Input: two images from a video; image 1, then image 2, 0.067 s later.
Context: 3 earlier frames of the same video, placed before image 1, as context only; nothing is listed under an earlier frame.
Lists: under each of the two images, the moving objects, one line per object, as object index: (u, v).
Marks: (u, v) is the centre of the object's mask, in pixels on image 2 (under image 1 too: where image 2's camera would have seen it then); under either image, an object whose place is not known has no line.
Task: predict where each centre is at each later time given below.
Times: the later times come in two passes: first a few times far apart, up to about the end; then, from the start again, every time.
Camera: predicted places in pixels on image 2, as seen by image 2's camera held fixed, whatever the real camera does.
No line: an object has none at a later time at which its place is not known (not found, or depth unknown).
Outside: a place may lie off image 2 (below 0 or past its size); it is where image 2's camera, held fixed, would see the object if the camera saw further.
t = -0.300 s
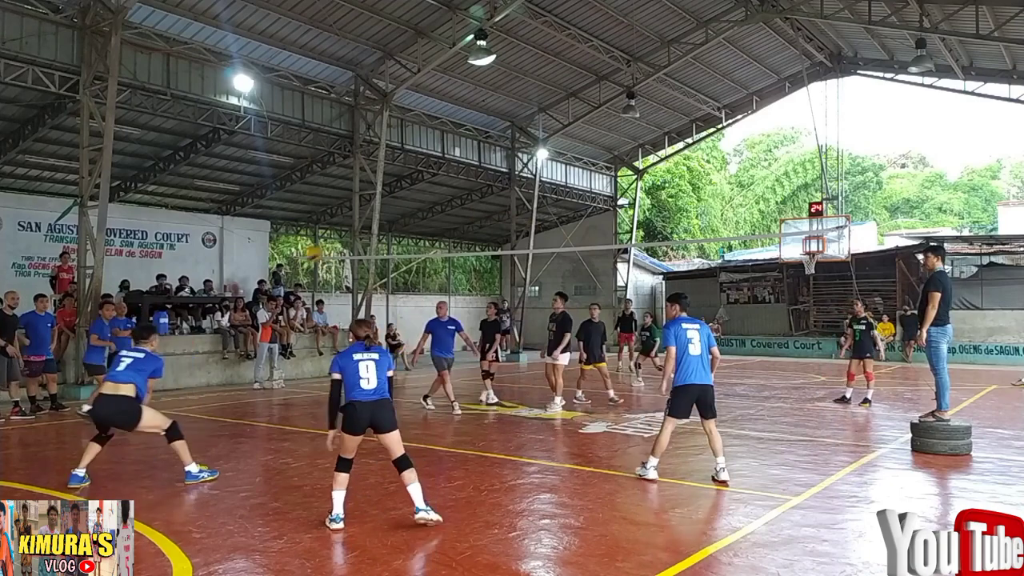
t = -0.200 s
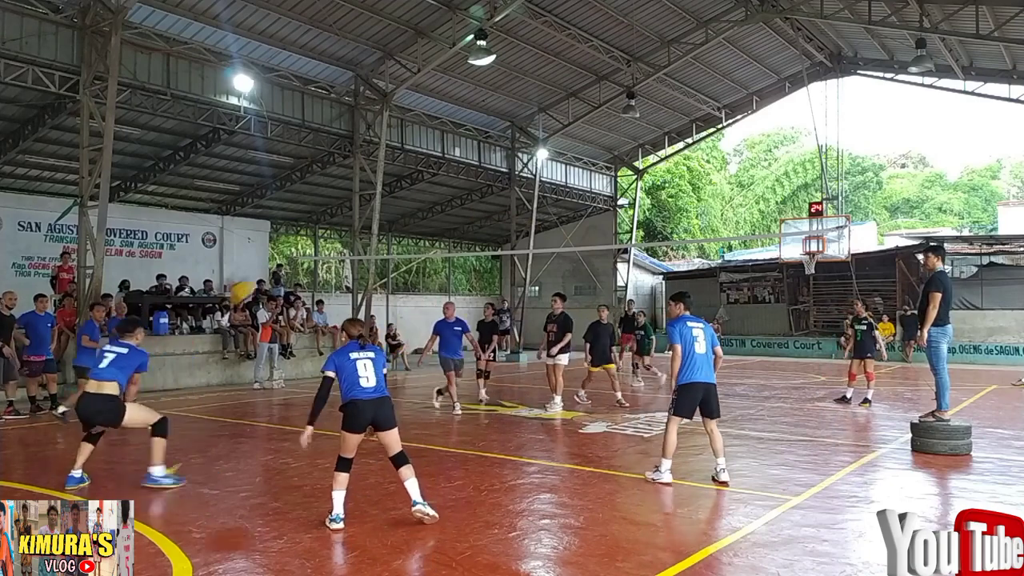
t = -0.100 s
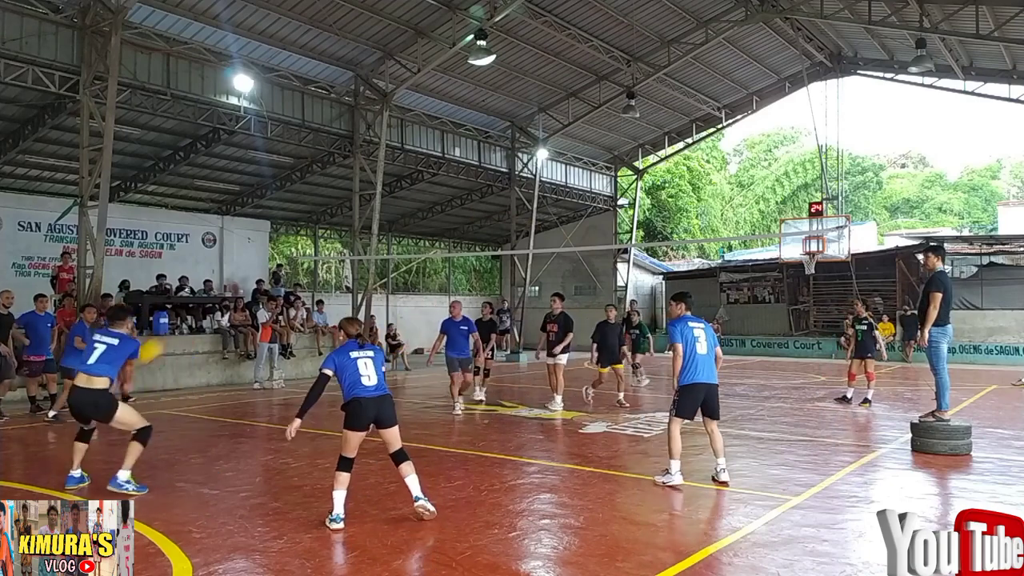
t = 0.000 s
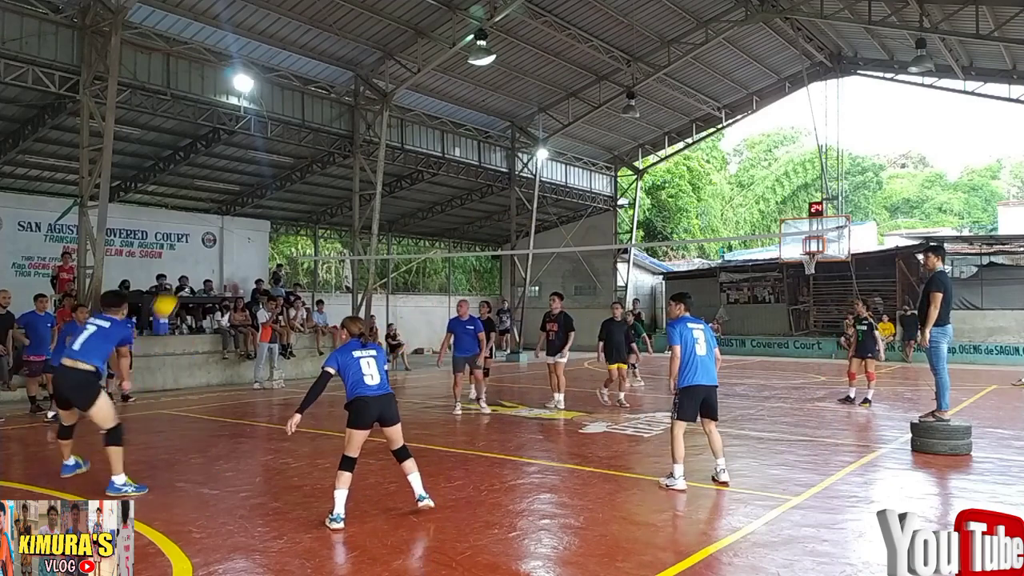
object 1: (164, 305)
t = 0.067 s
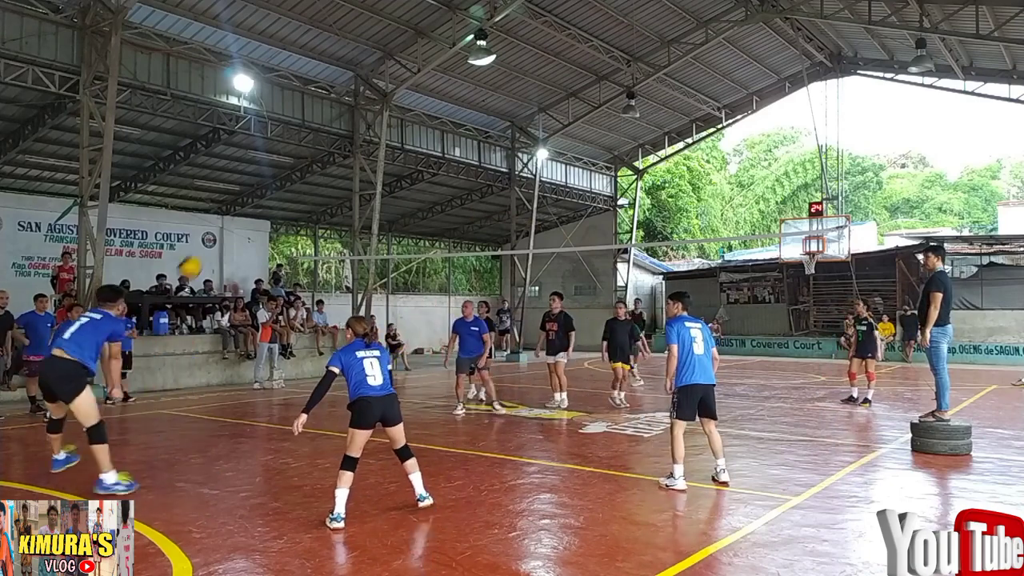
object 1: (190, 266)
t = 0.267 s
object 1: (255, 189)
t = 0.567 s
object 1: (337, 157)
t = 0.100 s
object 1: (202, 250)
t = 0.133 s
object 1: (213, 234)
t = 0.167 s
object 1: (225, 220)
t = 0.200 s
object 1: (234, 208)
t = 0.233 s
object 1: (245, 198)
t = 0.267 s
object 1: (255, 189)
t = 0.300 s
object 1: (265, 182)
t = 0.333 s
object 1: (276, 175)
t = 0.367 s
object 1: (286, 169)
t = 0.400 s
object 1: (294, 163)
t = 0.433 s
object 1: (304, 161)
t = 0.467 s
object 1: (312, 158)
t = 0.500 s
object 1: (321, 157)
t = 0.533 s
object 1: (329, 156)
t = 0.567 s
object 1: (337, 157)
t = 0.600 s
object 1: (350, 161)
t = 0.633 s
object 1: (355, 162)
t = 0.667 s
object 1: (363, 165)
